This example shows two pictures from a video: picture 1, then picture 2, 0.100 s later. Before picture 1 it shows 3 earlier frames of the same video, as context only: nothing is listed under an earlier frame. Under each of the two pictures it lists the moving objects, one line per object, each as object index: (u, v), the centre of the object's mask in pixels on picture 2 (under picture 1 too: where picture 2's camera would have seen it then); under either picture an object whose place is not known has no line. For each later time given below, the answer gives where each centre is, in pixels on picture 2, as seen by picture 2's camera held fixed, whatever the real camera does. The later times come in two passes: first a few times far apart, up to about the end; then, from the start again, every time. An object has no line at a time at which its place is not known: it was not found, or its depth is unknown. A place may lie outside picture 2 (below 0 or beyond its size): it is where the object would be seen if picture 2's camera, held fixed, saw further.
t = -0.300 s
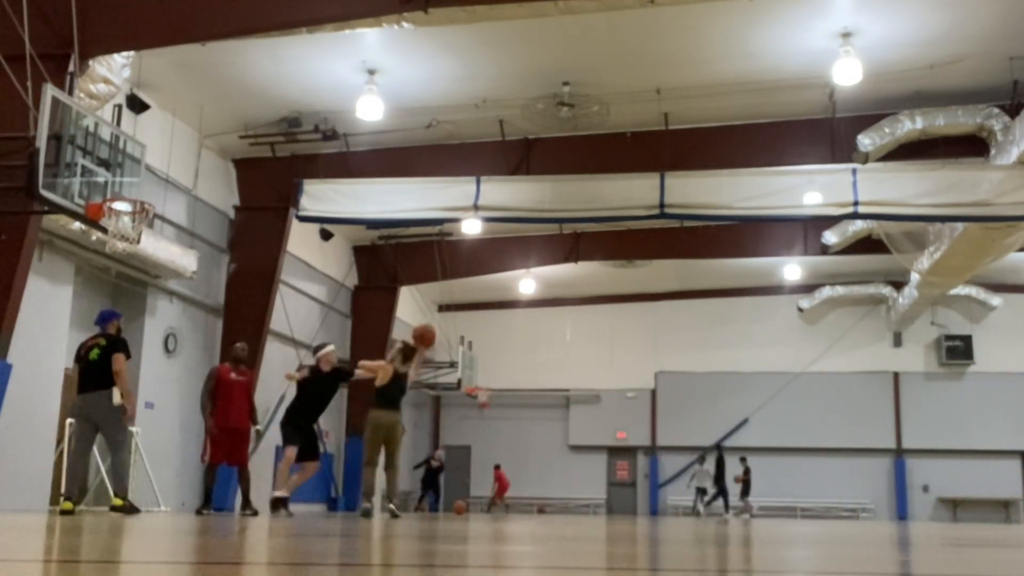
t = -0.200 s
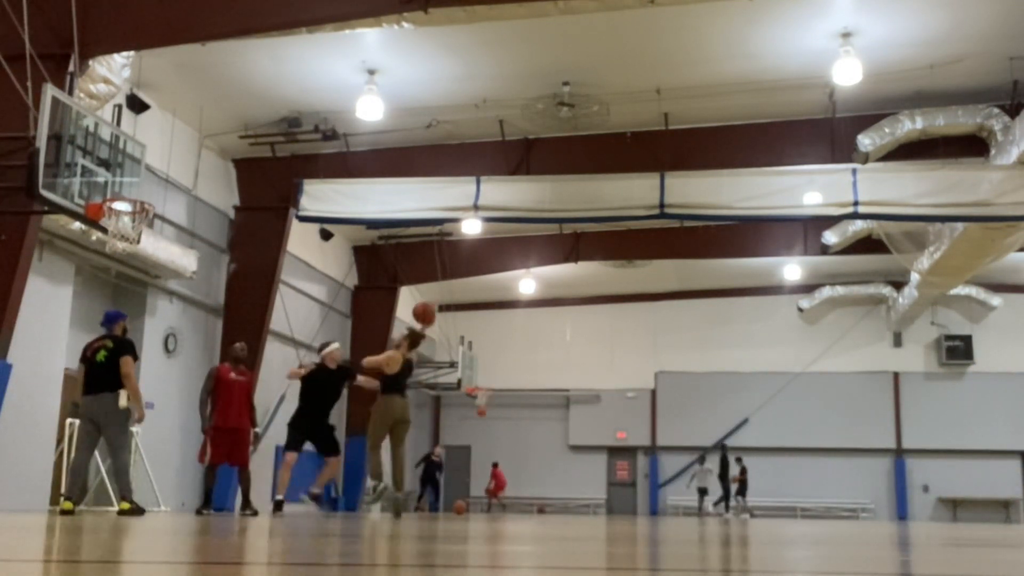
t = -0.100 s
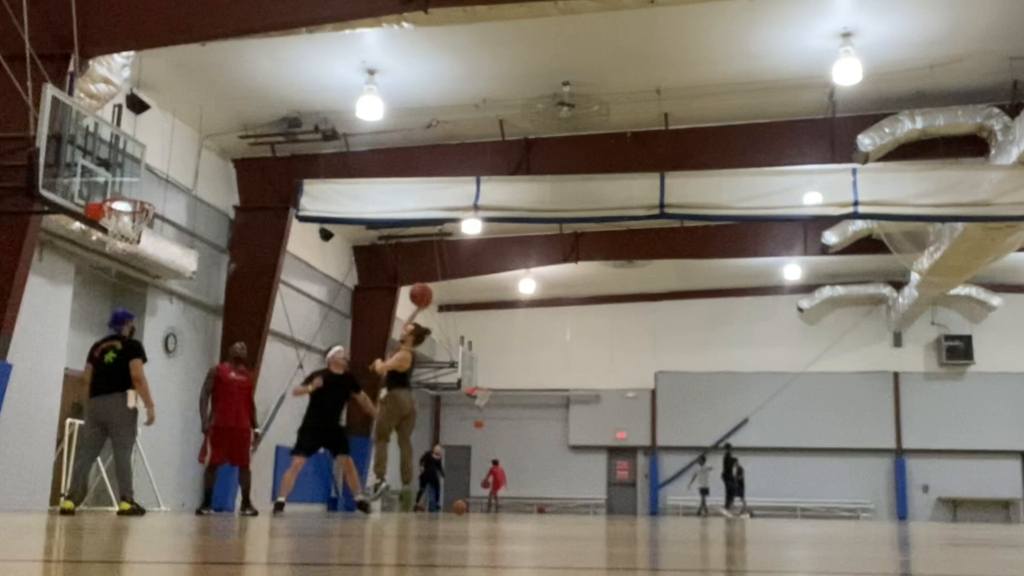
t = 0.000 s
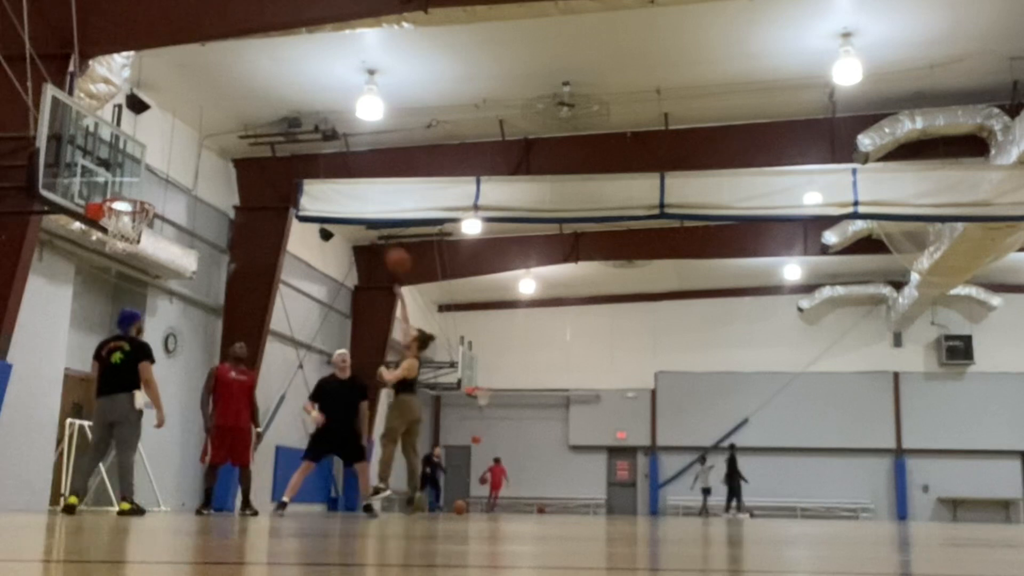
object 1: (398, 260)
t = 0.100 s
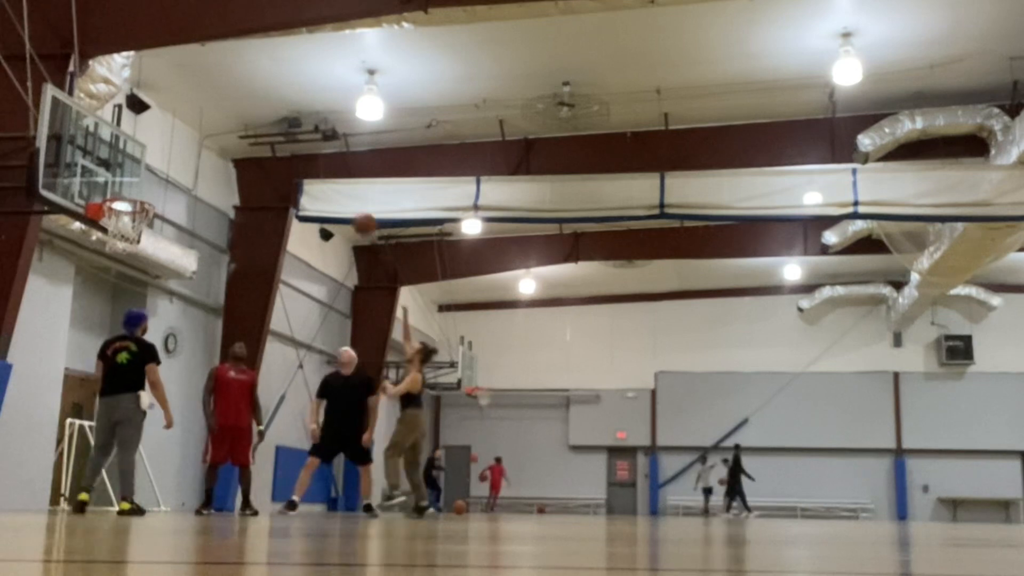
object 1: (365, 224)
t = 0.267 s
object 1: (307, 182)
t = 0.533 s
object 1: (215, 172)
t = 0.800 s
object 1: (149, 187)
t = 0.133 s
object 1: (354, 214)
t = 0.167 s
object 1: (342, 205)
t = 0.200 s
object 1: (330, 197)
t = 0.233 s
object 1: (319, 189)
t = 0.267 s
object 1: (307, 182)
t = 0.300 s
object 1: (296, 179)
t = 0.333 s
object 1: (286, 175)
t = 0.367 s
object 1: (274, 171)
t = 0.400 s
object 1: (262, 170)
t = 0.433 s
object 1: (250, 170)
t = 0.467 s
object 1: (238, 169)
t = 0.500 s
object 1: (226, 169)
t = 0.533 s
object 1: (215, 172)
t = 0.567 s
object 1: (202, 175)
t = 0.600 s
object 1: (190, 179)
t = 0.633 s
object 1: (177, 184)
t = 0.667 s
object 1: (165, 190)
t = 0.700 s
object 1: (155, 195)
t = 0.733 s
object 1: (153, 192)
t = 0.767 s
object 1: (151, 189)
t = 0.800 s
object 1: (149, 187)
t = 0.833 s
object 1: (147, 186)
